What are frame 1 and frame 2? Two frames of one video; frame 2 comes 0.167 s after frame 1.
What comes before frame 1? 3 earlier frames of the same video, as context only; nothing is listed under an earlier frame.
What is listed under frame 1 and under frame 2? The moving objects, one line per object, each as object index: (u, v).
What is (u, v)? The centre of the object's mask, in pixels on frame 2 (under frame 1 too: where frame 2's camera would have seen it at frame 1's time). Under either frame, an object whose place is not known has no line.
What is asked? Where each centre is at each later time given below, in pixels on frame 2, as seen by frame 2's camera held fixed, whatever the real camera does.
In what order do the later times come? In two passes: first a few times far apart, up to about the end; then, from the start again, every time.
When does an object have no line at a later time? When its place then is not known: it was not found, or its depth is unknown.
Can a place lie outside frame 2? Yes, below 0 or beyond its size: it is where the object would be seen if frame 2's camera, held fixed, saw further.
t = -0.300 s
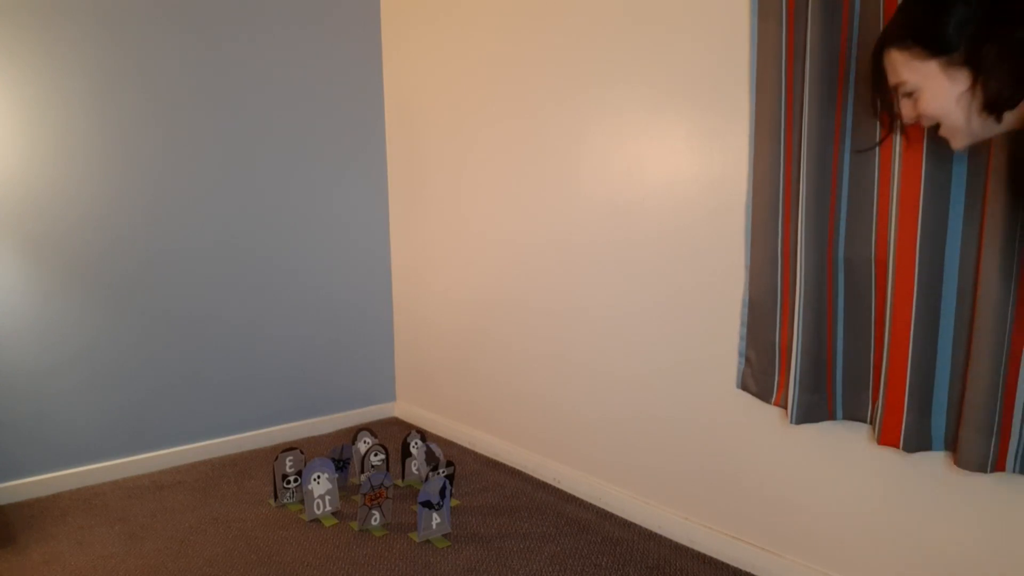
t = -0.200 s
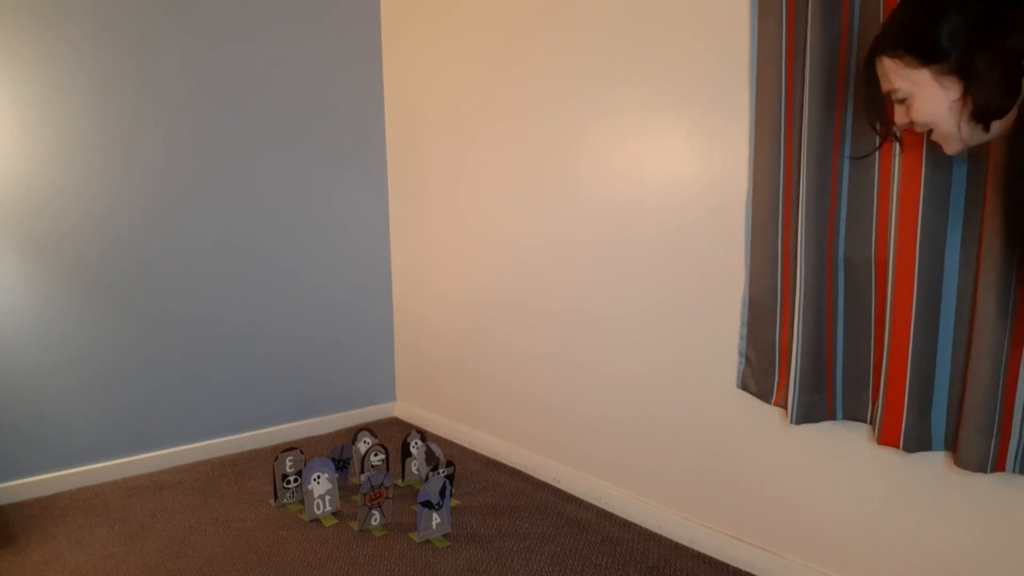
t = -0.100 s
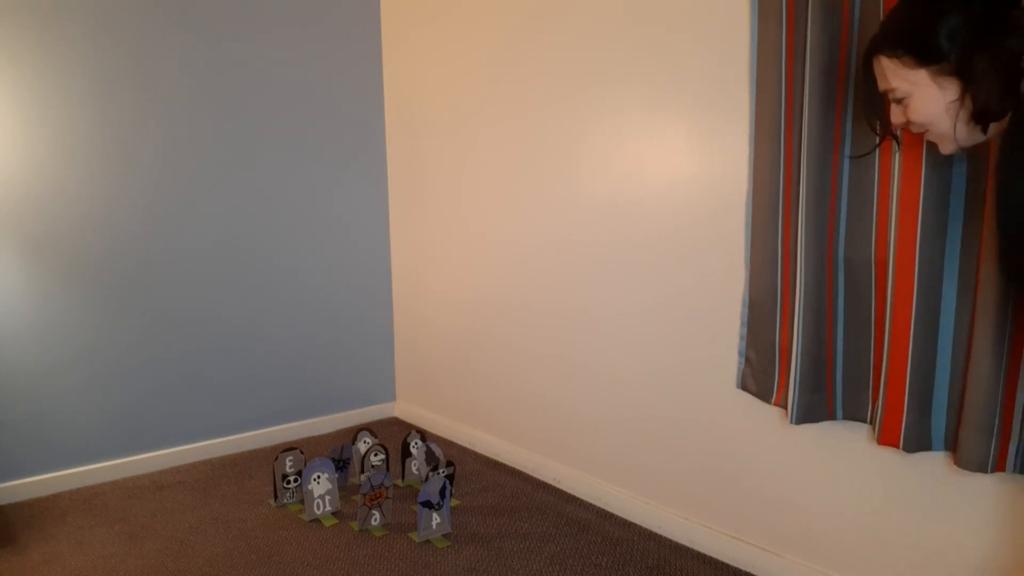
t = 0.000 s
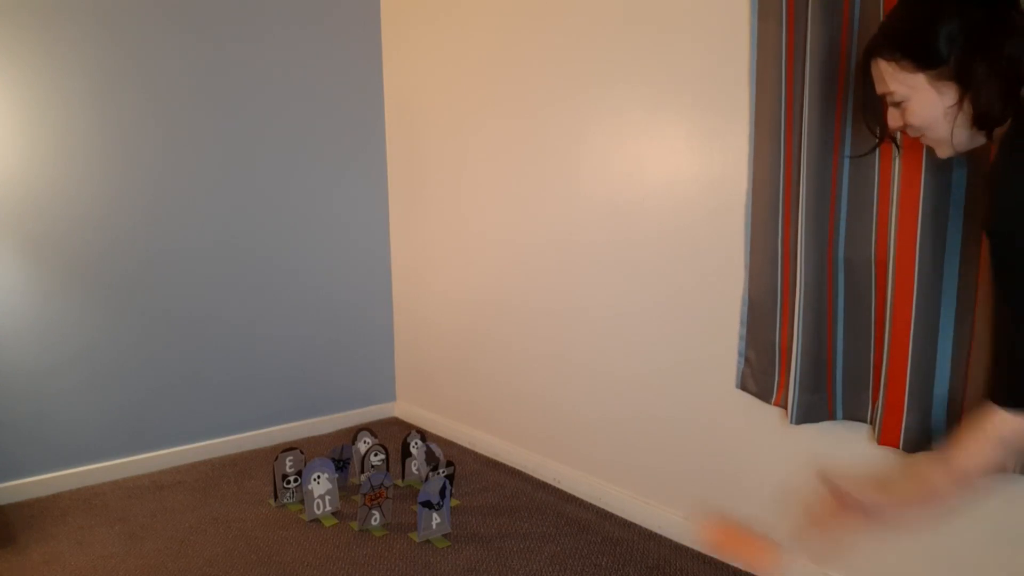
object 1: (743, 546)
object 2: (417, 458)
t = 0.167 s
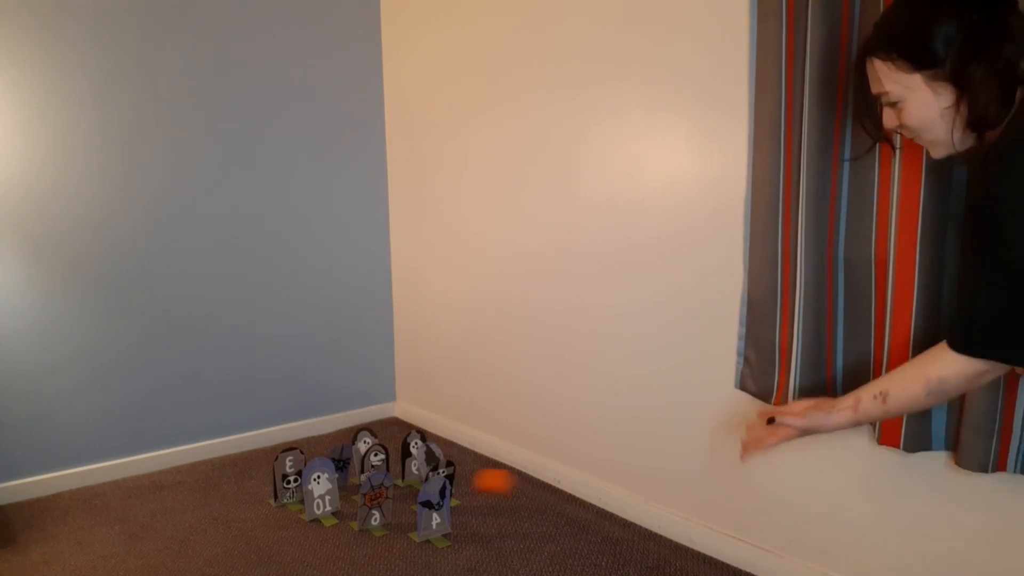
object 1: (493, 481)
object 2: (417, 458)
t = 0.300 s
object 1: (407, 471)
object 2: (423, 453)
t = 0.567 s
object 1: (324, 448)
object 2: (404, 456)
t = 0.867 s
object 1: (254, 440)
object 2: (408, 455)
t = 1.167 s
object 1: (223, 456)
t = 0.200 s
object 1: (464, 482)
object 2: (417, 458)
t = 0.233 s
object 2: (419, 459)
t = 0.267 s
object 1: (417, 483)
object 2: (413, 443)
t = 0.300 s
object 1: (407, 471)
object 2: (423, 453)
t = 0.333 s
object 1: (397, 461)
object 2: (425, 455)
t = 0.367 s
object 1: (390, 451)
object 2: (417, 465)
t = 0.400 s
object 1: (377, 442)
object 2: (412, 465)
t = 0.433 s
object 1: (361, 439)
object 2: (406, 466)
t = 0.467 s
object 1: (353, 438)
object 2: (409, 458)
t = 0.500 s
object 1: (343, 439)
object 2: (408, 457)
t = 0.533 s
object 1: (333, 445)
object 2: (408, 455)
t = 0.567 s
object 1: (324, 448)
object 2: (404, 456)
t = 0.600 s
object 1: (316, 446)
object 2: (406, 453)
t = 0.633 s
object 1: (308, 441)
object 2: (408, 448)
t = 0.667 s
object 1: (300, 441)
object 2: (409, 447)
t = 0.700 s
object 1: (293, 442)
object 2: (409, 447)
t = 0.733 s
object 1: (283, 444)
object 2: (410, 448)
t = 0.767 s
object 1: (274, 442)
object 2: (409, 449)
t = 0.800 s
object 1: (265, 441)
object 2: (409, 450)
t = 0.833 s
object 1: (258, 441)
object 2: (409, 453)
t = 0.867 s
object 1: (254, 440)
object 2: (408, 455)
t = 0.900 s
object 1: (250, 440)
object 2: (408, 455)
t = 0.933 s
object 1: (247, 444)
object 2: (408, 454)
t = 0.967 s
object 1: (244, 446)
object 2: (409, 454)
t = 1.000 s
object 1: (239, 447)
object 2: (408, 455)
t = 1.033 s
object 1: (234, 450)
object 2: (408, 454)
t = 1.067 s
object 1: (230, 452)
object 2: (408, 454)
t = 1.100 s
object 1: (227, 453)
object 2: (408, 454)
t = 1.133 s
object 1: (225, 455)
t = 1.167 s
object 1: (223, 456)
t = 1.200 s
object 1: (222, 457)
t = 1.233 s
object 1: (221, 458)
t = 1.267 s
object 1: (221, 458)
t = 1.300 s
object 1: (221, 459)
